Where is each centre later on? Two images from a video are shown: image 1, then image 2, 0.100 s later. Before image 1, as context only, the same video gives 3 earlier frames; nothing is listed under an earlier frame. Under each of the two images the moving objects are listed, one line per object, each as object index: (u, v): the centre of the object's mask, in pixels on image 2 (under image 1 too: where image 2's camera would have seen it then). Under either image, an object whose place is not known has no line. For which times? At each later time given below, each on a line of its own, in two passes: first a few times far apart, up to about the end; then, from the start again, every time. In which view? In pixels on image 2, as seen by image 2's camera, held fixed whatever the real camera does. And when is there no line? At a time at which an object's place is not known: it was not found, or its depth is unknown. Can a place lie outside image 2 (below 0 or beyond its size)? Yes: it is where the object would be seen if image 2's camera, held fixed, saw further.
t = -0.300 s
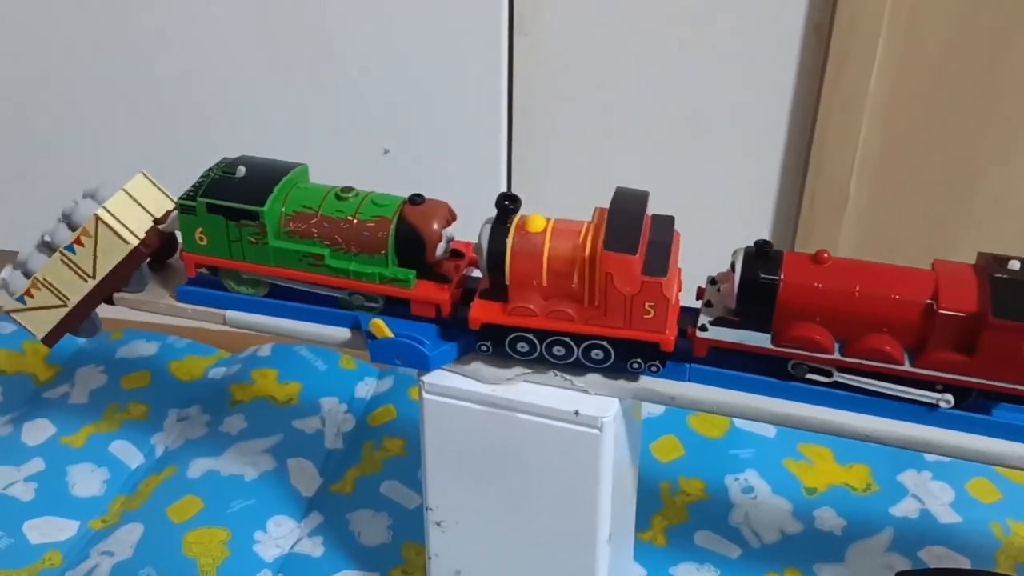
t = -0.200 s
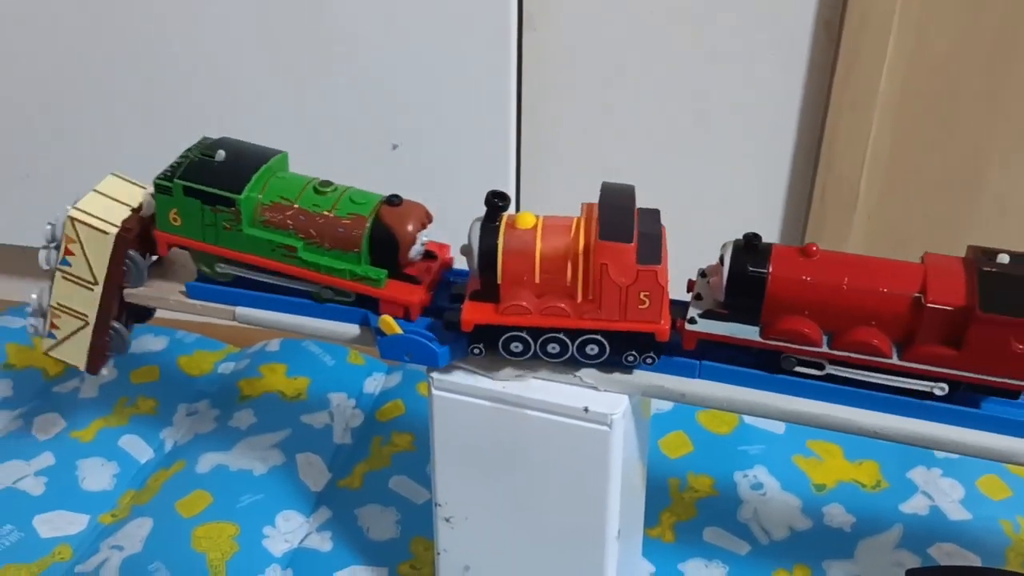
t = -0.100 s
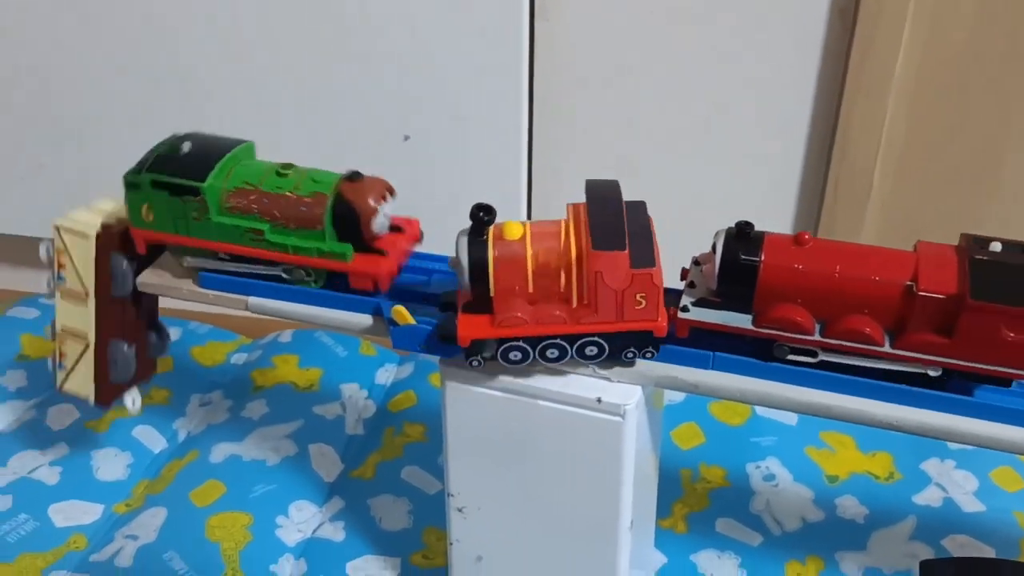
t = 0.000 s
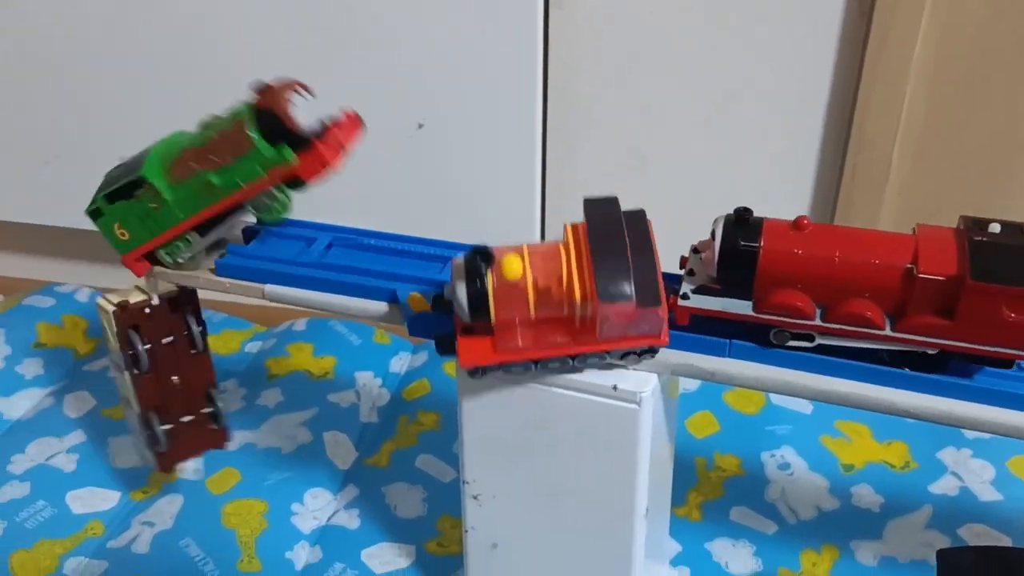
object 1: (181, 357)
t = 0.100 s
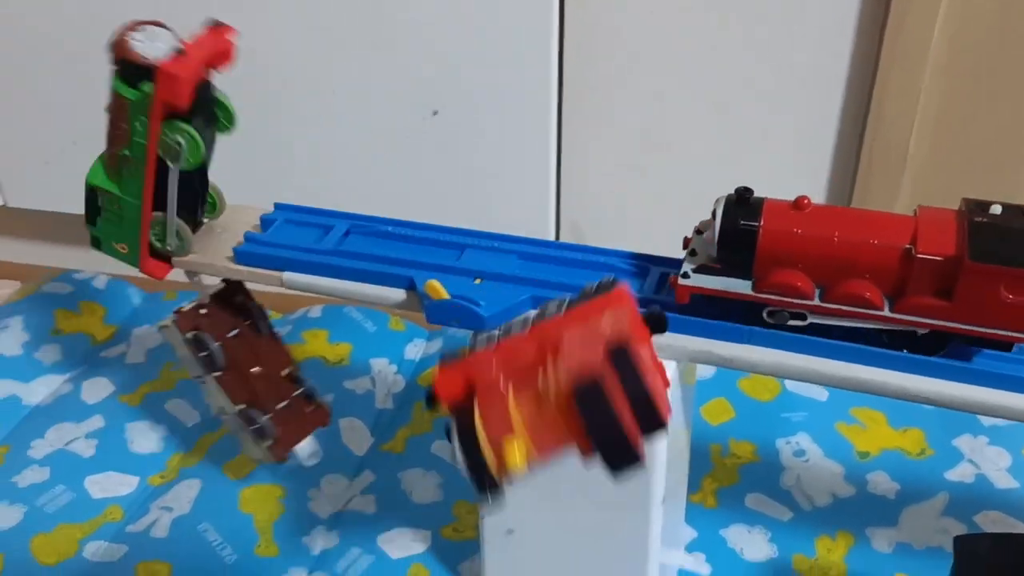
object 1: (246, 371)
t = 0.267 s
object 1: (271, 438)
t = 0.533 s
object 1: (241, 527)
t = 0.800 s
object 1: (227, 564)
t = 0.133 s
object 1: (260, 373)
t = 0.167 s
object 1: (266, 375)
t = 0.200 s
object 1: (267, 381)
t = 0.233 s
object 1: (268, 401)
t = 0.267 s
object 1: (271, 438)
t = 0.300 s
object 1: (263, 458)
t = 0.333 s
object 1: (277, 479)
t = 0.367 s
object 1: (270, 486)
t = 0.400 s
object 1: (263, 496)
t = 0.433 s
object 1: (257, 503)
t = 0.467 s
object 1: (251, 509)
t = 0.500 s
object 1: (246, 518)
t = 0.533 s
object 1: (241, 527)
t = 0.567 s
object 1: (237, 532)
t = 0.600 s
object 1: (235, 538)
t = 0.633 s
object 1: (233, 547)
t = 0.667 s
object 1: (230, 557)
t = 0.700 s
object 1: (229, 562)
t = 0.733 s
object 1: (227, 563)
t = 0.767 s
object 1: (227, 563)
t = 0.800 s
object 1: (227, 564)
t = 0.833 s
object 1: (226, 564)
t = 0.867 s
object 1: (227, 564)
